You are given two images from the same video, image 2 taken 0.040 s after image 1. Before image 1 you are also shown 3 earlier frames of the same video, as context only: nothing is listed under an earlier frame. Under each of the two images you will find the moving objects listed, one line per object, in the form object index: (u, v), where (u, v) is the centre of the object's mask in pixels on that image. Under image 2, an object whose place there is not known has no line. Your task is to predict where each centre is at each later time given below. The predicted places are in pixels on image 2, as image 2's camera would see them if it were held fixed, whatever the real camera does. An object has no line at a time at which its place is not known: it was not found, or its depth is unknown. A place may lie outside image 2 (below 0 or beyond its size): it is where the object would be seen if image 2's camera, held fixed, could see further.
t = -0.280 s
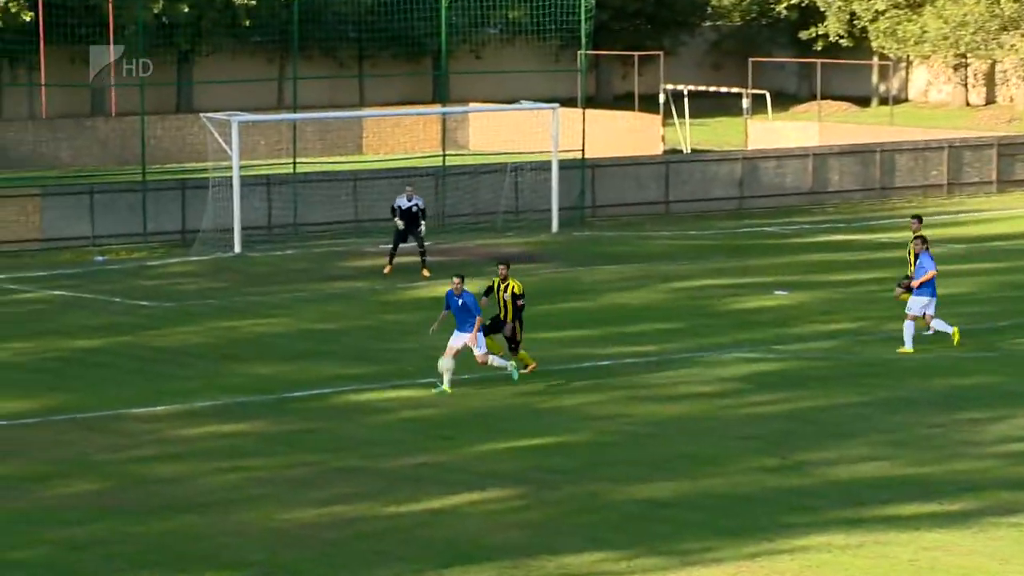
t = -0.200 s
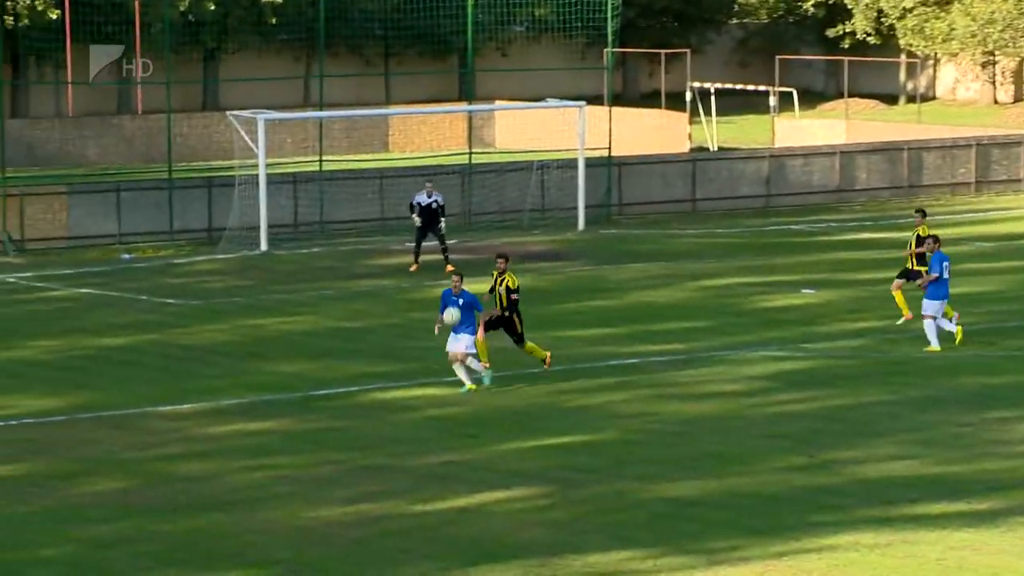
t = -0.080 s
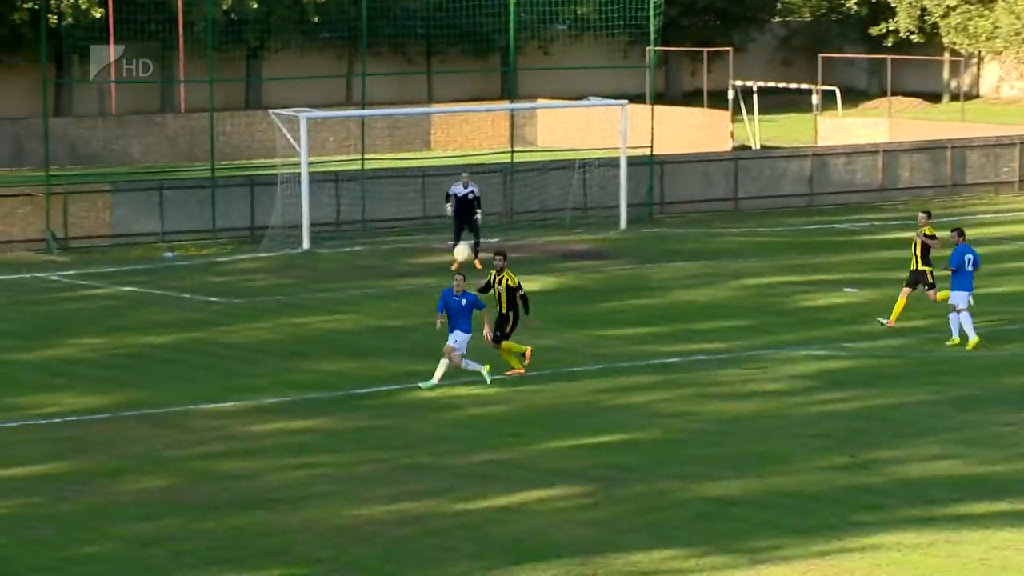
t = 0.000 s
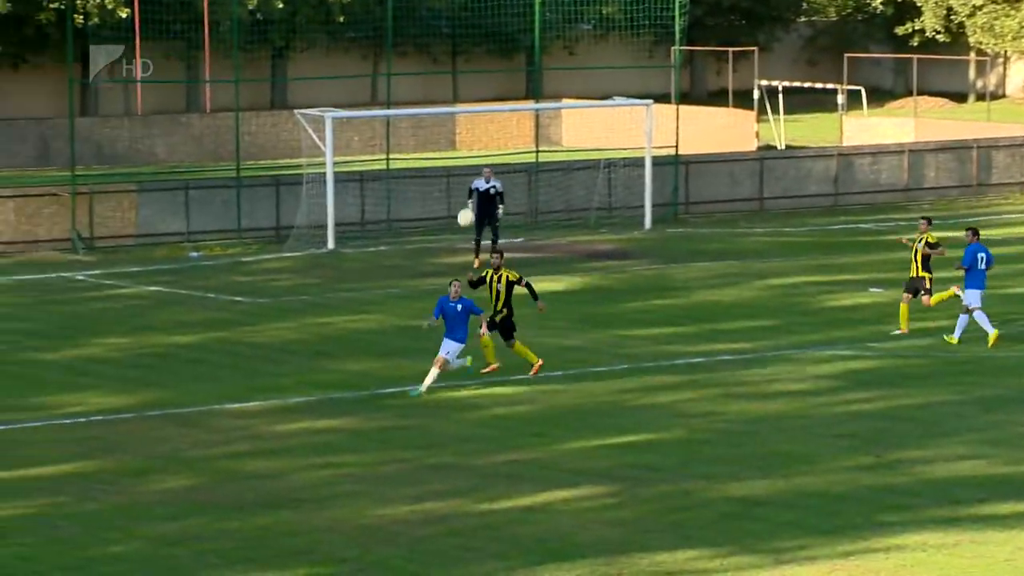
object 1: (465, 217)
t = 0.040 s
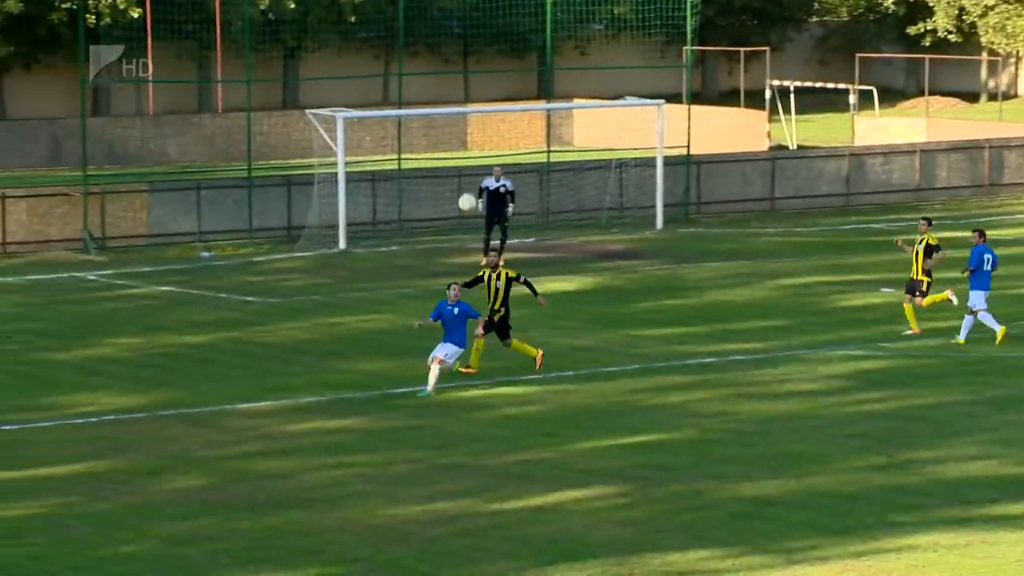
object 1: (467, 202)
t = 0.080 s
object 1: (460, 187)
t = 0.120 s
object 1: (452, 173)
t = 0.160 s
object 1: (445, 161)
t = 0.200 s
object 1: (437, 150)
